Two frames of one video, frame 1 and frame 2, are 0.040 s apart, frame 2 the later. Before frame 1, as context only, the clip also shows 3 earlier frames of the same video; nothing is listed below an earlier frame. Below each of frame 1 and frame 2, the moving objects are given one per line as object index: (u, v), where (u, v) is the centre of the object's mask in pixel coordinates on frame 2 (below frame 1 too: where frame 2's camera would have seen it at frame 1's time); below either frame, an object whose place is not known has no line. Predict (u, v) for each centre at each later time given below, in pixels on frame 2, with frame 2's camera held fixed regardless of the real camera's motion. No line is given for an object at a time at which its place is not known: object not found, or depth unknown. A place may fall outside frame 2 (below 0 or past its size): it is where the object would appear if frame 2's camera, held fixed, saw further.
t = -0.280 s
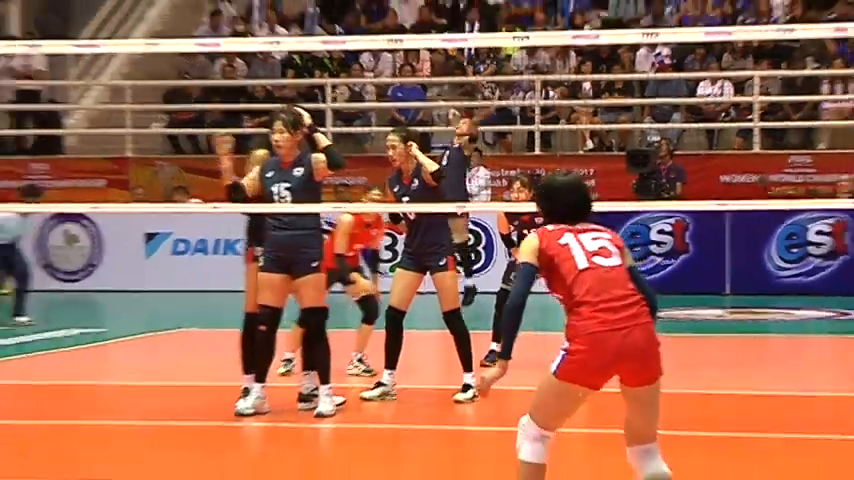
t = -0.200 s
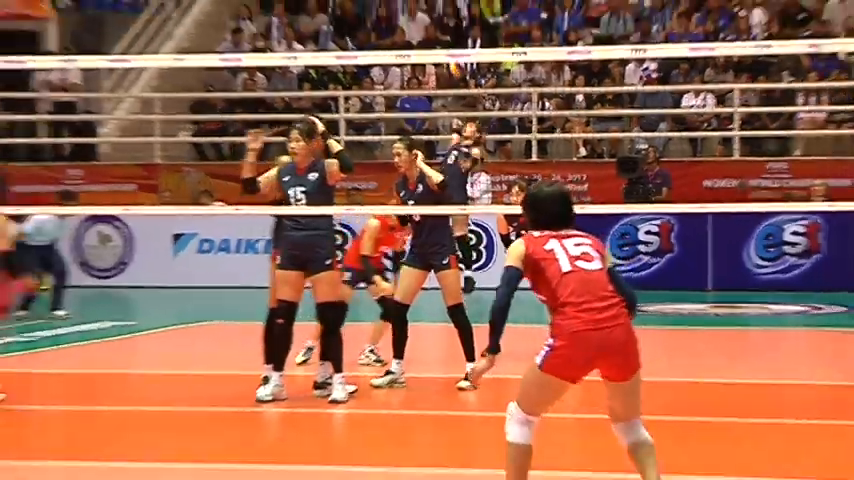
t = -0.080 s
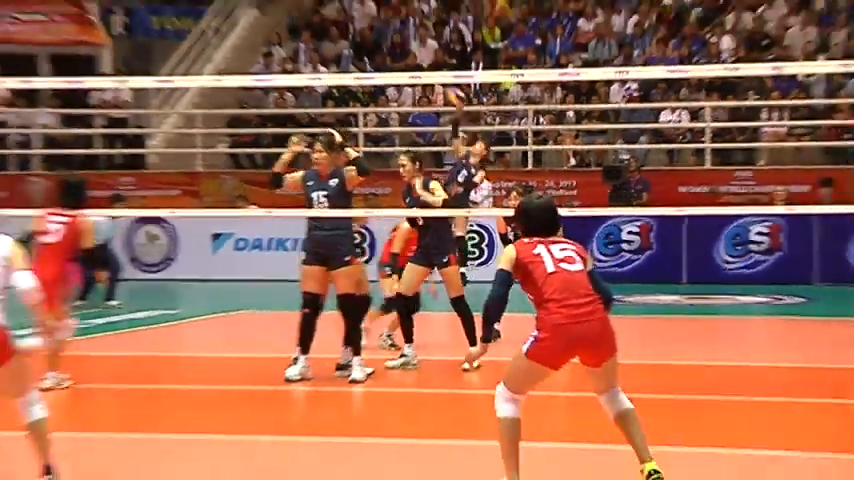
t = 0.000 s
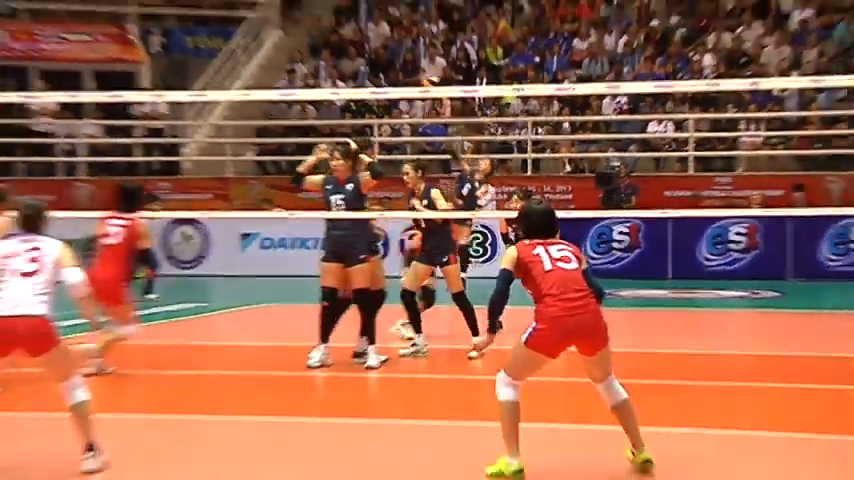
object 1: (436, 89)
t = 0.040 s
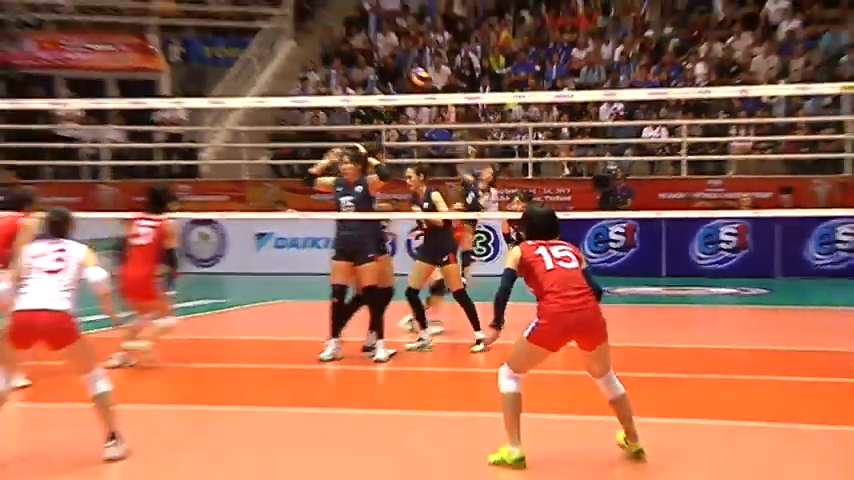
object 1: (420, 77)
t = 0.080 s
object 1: (402, 65)
